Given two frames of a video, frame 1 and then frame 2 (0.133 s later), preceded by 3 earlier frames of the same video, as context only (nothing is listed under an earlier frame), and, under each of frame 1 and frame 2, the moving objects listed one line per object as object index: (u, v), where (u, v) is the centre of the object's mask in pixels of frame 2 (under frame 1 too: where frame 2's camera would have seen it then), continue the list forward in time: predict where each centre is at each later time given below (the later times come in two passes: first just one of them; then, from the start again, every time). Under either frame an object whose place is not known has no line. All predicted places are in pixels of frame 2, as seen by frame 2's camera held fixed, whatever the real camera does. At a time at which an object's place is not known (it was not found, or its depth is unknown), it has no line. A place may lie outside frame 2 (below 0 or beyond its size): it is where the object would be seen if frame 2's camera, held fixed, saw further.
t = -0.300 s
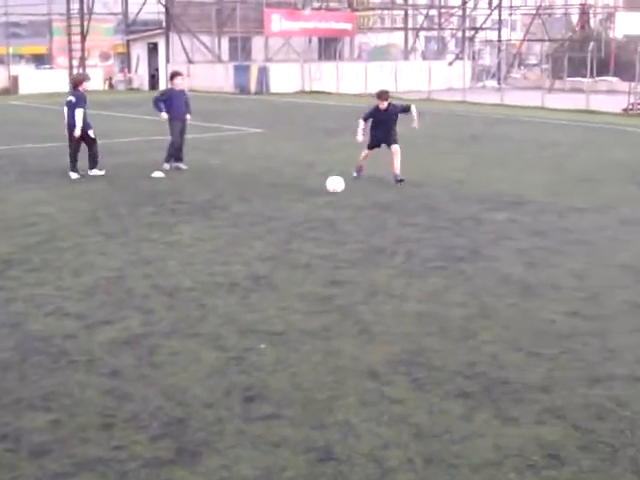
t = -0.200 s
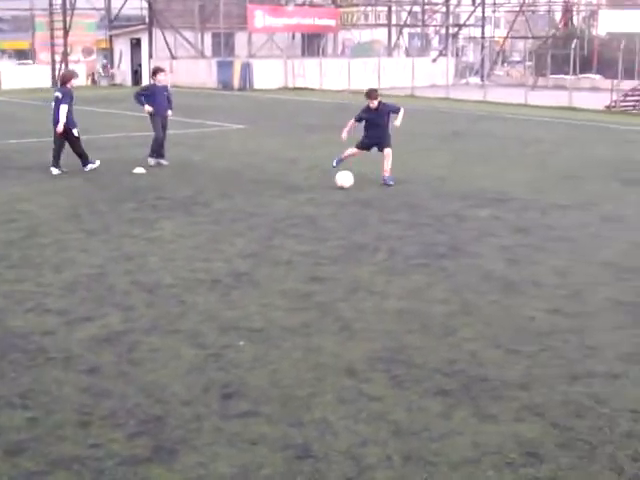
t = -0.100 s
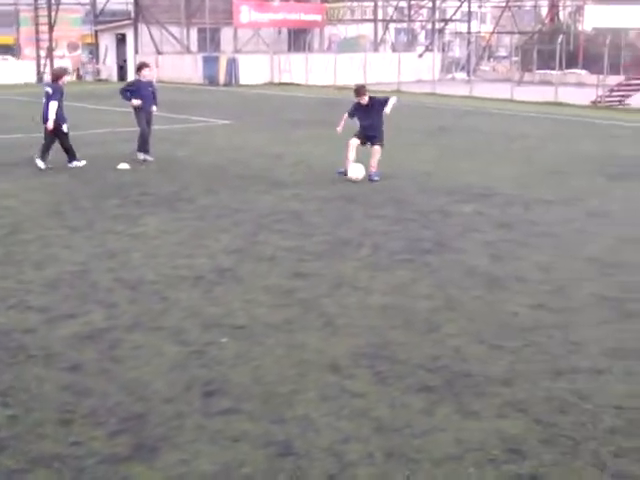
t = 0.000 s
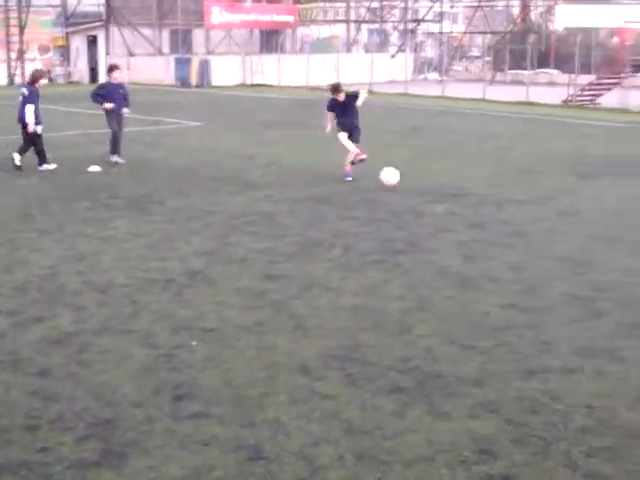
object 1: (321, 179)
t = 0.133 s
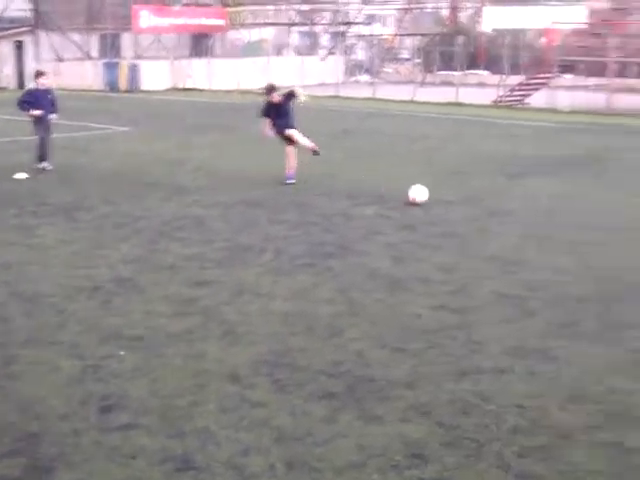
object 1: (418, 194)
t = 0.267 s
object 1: (520, 197)
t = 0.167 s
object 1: (443, 193)
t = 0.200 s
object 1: (468, 193)
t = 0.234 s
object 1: (493, 195)
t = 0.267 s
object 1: (520, 197)
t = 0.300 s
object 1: (547, 201)
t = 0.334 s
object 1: (575, 207)
